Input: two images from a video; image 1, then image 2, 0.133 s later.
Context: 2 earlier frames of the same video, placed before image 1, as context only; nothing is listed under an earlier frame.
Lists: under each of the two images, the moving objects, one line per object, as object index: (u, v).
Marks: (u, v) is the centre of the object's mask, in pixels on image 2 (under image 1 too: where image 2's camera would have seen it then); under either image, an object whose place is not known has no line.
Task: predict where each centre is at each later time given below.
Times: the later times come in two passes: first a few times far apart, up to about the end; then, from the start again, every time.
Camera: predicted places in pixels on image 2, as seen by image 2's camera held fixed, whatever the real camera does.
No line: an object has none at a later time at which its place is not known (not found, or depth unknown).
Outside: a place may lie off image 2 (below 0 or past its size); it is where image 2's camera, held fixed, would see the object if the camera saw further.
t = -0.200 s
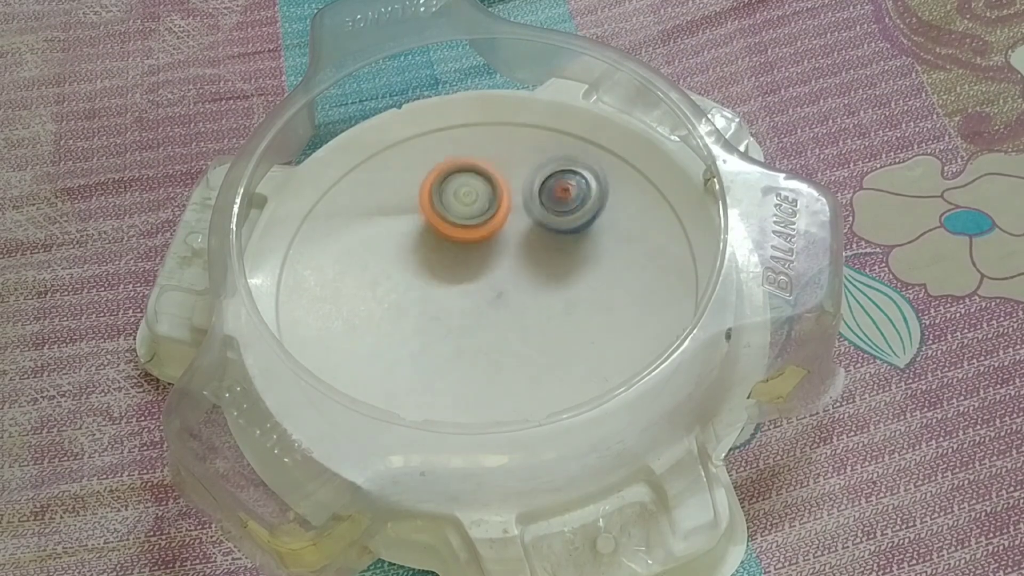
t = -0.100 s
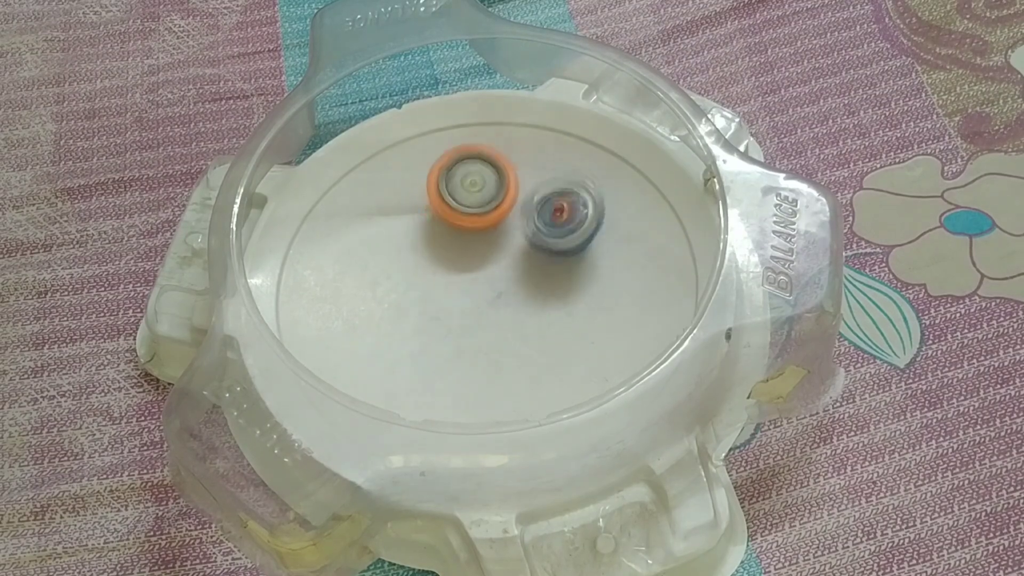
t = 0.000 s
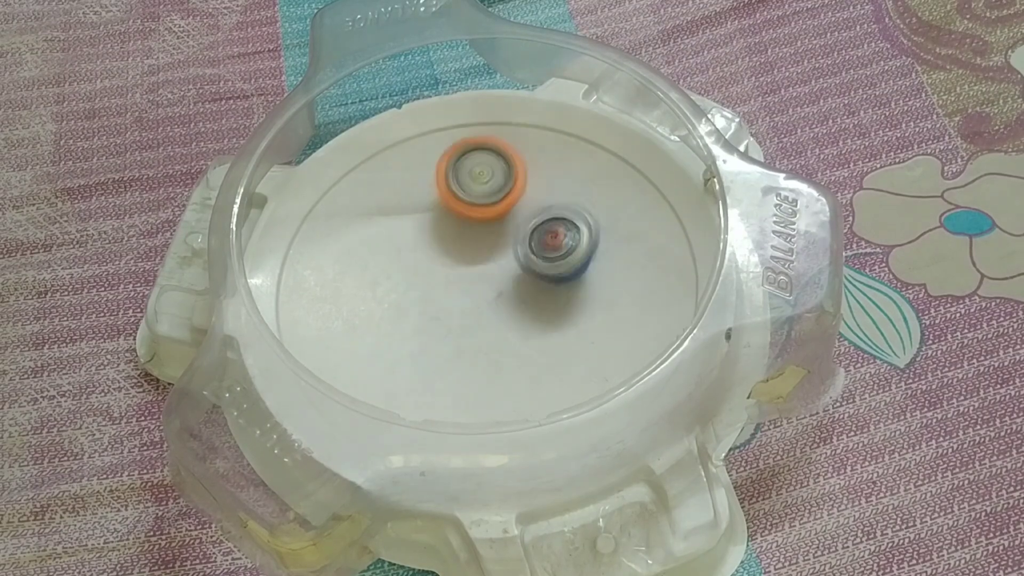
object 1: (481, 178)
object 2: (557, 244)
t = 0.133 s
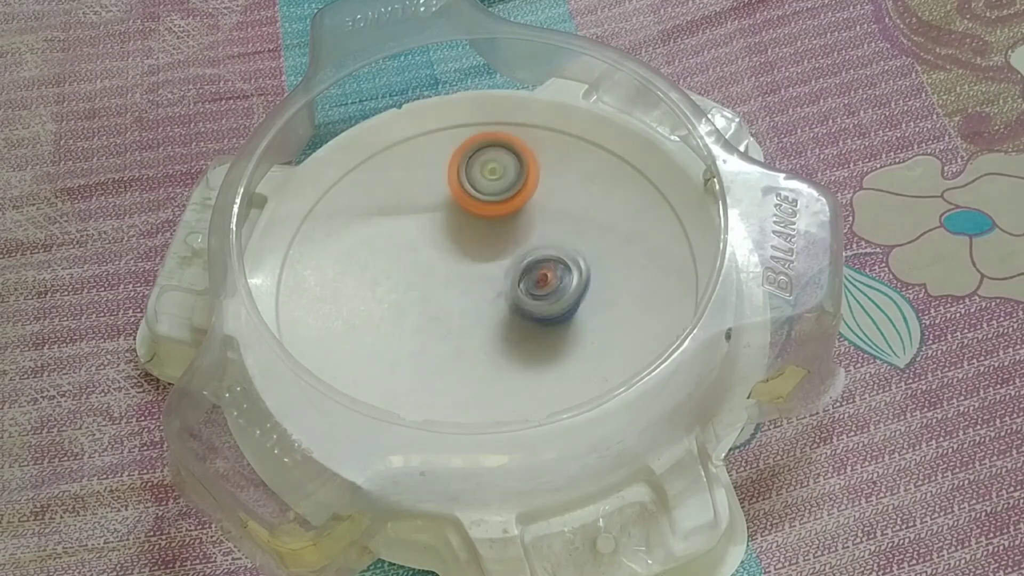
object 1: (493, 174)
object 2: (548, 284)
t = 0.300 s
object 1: (513, 182)
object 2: (538, 333)
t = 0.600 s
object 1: (547, 221)
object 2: (522, 356)
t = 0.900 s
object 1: (566, 271)
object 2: (463, 305)
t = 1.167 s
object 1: (560, 315)
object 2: (423, 254)
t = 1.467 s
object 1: (531, 353)
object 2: (441, 225)
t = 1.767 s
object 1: (484, 362)
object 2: (511, 216)
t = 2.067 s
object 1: (448, 336)
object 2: (563, 238)
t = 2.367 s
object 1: (438, 292)
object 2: (552, 281)
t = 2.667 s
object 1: (458, 244)
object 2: (509, 333)
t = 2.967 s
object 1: (493, 208)
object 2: (472, 327)
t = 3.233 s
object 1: (530, 192)
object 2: (456, 282)
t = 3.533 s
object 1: (569, 206)
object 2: (462, 229)
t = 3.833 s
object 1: (589, 239)
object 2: (419, 232)
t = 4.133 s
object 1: (565, 287)
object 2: (475, 274)
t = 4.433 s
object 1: (555, 349)
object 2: (411, 218)
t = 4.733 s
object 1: (496, 357)
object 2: (456, 212)
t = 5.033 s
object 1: (451, 323)
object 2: (562, 295)
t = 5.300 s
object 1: (446, 281)
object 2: (588, 332)
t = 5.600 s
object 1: (481, 237)
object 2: (494, 316)
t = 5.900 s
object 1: (534, 184)
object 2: (419, 345)
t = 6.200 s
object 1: (577, 200)
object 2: (430, 288)
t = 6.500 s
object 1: (572, 251)
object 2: (413, 256)
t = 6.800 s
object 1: (513, 316)
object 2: (426, 249)
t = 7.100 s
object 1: (509, 367)
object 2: (431, 245)
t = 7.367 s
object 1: (489, 381)
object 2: (427, 244)
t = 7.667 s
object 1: (479, 356)
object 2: (426, 245)
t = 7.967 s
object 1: (507, 297)
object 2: (427, 244)
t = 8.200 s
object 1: (505, 250)
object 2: (405, 226)
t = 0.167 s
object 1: (496, 175)
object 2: (546, 294)
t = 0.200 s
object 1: (500, 176)
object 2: (545, 306)
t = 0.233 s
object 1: (504, 177)
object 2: (542, 315)
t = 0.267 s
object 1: (508, 180)
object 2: (540, 324)
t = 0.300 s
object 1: (513, 182)
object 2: (538, 333)
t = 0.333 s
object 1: (517, 186)
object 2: (537, 341)
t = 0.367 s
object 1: (521, 189)
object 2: (535, 348)
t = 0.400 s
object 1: (525, 193)
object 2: (533, 353)
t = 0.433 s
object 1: (529, 197)
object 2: (533, 357)
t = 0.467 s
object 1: (533, 201)
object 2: (531, 359)
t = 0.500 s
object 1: (537, 206)
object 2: (530, 360)
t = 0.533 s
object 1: (541, 211)
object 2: (527, 359)
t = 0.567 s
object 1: (544, 216)
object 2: (523, 358)
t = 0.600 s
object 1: (547, 221)
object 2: (522, 356)
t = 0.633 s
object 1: (549, 227)
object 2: (518, 354)
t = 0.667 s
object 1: (552, 232)
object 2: (513, 351)
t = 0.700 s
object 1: (556, 237)
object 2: (507, 345)
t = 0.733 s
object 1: (559, 242)
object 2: (500, 338)
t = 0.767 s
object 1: (561, 248)
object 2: (495, 332)
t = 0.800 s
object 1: (563, 253)
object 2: (487, 325)
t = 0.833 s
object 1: (565, 259)
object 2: (479, 317)
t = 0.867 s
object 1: (566, 265)
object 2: (472, 311)
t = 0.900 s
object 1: (566, 271)
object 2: (463, 305)
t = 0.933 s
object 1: (566, 276)
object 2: (459, 297)
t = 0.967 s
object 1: (566, 282)
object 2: (451, 289)
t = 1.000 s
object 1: (566, 287)
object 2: (443, 284)
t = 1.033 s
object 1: (565, 293)
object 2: (440, 278)
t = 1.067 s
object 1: (565, 298)
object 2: (435, 271)
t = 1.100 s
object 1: (564, 304)
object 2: (431, 263)
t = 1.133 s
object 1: (563, 309)
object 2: (428, 259)
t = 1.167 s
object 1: (560, 315)
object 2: (423, 254)
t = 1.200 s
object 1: (558, 320)
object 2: (420, 251)
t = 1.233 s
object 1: (556, 325)
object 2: (420, 246)
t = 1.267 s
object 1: (554, 330)
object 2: (420, 243)
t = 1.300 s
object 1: (551, 335)
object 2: (422, 240)
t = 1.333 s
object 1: (547, 339)
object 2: (424, 235)
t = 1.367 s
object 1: (543, 343)
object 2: (428, 232)
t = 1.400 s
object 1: (540, 347)
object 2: (431, 229)
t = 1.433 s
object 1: (535, 350)
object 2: (436, 227)
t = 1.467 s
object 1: (531, 353)
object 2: (441, 225)
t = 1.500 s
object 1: (526, 356)
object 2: (449, 223)
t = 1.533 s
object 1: (522, 358)
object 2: (457, 221)
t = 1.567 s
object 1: (516, 360)
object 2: (464, 221)
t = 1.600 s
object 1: (511, 362)
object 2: (473, 220)
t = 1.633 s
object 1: (506, 363)
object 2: (482, 218)
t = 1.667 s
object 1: (500, 364)
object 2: (489, 217)
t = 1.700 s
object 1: (495, 364)
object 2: (496, 217)
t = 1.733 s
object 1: (489, 363)
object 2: (504, 217)
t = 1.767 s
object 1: (484, 362)
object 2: (511, 216)
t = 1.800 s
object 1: (478, 361)
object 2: (518, 217)
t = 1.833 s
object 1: (474, 359)
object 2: (526, 218)
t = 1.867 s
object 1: (469, 357)
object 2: (532, 220)
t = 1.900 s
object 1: (465, 354)
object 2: (537, 222)
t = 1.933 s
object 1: (461, 351)
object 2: (543, 225)
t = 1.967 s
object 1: (457, 347)
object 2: (551, 229)
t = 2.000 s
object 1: (453, 344)
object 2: (556, 231)
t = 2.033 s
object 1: (450, 340)
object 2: (559, 234)
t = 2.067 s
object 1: (448, 336)
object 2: (563, 238)
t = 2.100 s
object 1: (446, 331)
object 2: (567, 240)
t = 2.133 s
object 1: (445, 326)
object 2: (569, 244)
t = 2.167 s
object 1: (442, 322)
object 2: (570, 248)
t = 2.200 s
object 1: (440, 317)
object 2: (570, 252)
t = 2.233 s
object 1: (439, 312)
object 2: (568, 258)
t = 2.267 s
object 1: (438, 307)
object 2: (566, 264)
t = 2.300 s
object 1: (438, 302)
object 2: (562, 270)
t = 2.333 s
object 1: (439, 297)
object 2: (555, 278)
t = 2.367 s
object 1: (438, 292)
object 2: (552, 281)
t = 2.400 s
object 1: (439, 287)
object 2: (549, 288)
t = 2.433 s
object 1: (439, 281)
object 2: (544, 295)
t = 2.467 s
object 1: (441, 276)
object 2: (541, 301)
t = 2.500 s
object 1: (443, 270)
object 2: (536, 308)
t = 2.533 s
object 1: (446, 265)
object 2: (530, 315)
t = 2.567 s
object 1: (449, 260)
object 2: (523, 321)
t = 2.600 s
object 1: (452, 254)
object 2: (518, 326)
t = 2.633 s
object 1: (455, 249)
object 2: (513, 329)
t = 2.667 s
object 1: (458, 244)
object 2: (509, 333)
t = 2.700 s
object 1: (461, 240)
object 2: (505, 336)
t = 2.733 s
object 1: (465, 235)
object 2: (500, 337)
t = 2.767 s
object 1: (468, 231)
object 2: (494, 338)
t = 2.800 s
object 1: (472, 226)
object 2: (491, 338)
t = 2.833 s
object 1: (476, 222)
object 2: (487, 337)
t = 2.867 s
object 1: (480, 218)
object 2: (483, 336)
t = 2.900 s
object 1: (485, 215)
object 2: (479, 334)
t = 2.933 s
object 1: (489, 211)
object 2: (474, 331)
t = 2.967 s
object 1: (493, 208)
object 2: (472, 327)
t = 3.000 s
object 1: (498, 205)
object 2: (469, 322)
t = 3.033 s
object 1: (502, 202)
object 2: (465, 316)
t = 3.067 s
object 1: (507, 200)
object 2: (463, 311)
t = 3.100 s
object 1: (512, 198)
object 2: (459, 305)
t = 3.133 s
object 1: (516, 196)
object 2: (458, 299)
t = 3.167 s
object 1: (521, 194)
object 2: (457, 293)
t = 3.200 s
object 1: (525, 193)
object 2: (455, 287)
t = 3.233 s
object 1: (530, 192)
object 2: (456, 282)
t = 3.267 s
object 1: (534, 192)
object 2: (457, 276)
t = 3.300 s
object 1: (538, 192)
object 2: (458, 271)
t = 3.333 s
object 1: (542, 192)
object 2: (461, 264)
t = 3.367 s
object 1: (546, 194)
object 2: (463, 257)
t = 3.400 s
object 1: (549, 195)
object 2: (464, 251)
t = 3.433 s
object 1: (552, 197)
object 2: (467, 245)
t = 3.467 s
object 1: (555, 200)
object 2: (469, 238)
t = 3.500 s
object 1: (560, 204)
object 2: (467, 231)
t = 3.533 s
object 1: (569, 206)
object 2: (462, 229)
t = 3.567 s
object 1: (573, 209)
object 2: (455, 226)
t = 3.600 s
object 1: (577, 211)
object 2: (447, 225)
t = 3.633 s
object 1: (580, 214)
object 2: (440, 222)
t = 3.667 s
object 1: (584, 218)
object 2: (432, 222)
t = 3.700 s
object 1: (586, 221)
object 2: (427, 222)
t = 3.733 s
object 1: (588, 226)
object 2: (425, 223)
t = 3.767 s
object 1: (589, 230)
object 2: (422, 226)
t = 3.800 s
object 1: (589, 234)
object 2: (420, 228)
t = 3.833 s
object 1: (589, 239)
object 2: (419, 232)
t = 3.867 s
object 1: (589, 244)
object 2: (422, 236)
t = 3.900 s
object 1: (588, 249)
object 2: (424, 242)
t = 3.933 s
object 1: (586, 255)
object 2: (429, 247)
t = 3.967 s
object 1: (583, 260)
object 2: (436, 252)
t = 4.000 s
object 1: (580, 266)
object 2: (442, 256)
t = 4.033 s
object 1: (577, 271)
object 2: (450, 263)
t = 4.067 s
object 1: (572, 276)
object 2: (459, 265)
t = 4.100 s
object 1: (568, 282)
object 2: (467, 271)
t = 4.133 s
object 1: (565, 287)
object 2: (475, 274)
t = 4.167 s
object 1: (566, 294)
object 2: (478, 271)
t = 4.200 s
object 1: (577, 310)
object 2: (459, 259)
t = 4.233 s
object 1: (582, 322)
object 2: (441, 248)
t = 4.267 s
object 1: (580, 328)
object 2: (428, 242)
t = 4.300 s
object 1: (576, 334)
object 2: (422, 235)
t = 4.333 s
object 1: (571, 338)
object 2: (420, 232)
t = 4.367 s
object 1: (566, 343)
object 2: (416, 226)
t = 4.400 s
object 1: (561, 346)
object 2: (415, 223)
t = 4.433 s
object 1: (555, 349)
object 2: (411, 218)
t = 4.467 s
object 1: (550, 351)
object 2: (412, 212)
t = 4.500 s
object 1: (544, 354)
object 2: (415, 208)
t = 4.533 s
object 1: (537, 355)
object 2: (421, 205)
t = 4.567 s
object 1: (530, 357)
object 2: (425, 204)
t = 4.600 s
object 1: (523, 358)
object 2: (431, 202)
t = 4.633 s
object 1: (517, 358)
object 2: (439, 202)
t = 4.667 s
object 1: (510, 358)
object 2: (442, 206)
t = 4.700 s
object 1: (502, 358)
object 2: (446, 209)
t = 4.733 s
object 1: (496, 357)
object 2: (456, 212)
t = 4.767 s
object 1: (489, 355)
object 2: (465, 218)
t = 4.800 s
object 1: (483, 353)
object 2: (473, 225)
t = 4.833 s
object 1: (477, 350)
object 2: (484, 234)
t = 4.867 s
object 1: (471, 347)
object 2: (495, 243)
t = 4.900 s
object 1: (466, 342)
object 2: (506, 253)
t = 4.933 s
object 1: (461, 338)
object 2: (521, 265)
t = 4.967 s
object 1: (458, 334)
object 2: (537, 273)
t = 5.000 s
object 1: (454, 329)
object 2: (551, 285)
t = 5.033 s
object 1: (451, 323)
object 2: (562, 295)
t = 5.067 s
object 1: (450, 319)
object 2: (573, 300)
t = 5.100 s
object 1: (448, 314)
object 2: (582, 307)
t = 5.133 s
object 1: (446, 308)
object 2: (587, 315)
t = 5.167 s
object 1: (445, 302)
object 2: (591, 319)
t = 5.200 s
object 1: (445, 297)
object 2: (592, 324)
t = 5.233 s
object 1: (444, 291)
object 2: (591, 327)
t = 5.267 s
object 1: (445, 286)
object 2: (590, 330)
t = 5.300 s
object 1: (446, 281)
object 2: (588, 332)
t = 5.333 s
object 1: (448, 275)
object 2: (584, 334)
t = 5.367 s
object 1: (451, 269)
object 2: (580, 332)
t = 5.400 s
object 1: (455, 264)
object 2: (570, 333)
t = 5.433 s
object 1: (458, 259)
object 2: (560, 332)
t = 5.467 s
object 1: (463, 254)
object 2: (552, 330)
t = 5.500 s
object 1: (467, 250)
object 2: (536, 326)
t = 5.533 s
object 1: (472, 245)
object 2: (524, 322)
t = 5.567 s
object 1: (476, 242)
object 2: (509, 316)
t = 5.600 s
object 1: (481, 237)
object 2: (494, 316)
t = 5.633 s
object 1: (491, 218)
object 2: (478, 329)
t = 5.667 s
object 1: (498, 204)
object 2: (464, 335)
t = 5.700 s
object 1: (503, 200)
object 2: (448, 338)
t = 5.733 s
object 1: (508, 195)
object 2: (435, 340)
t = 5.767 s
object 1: (513, 193)
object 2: (425, 343)
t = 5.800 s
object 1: (517, 190)
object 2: (418, 344)
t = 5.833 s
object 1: (523, 187)
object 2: (414, 345)
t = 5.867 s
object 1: (528, 185)
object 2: (415, 345)
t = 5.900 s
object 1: (534, 184)
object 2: (419, 345)
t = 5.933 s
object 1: (539, 183)
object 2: (423, 342)
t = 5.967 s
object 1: (545, 183)
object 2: (425, 338)
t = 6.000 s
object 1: (550, 183)
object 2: (426, 333)
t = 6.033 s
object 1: (556, 184)
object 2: (427, 327)
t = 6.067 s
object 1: (561, 186)
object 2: (430, 321)
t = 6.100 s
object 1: (566, 188)
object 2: (431, 313)
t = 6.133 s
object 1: (570, 191)
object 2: (431, 305)
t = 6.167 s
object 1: (574, 195)
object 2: (431, 297)
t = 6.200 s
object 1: (577, 200)
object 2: (430, 288)
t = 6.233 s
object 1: (580, 204)
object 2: (427, 280)
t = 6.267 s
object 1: (581, 209)
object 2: (424, 274)
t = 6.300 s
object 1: (582, 214)
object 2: (421, 267)
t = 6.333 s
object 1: (582, 220)
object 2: (418, 261)
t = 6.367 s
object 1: (582, 227)
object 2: (415, 258)
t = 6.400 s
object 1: (580, 233)
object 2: (413, 256)
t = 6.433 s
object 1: (578, 239)
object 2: (409, 256)
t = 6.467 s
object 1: (576, 245)
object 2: (410, 256)
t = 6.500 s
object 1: (572, 251)
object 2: (413, 256)
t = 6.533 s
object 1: (569, 257)
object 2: (416, 257)
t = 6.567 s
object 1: (563, 263)
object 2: (417, 257)
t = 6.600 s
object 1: (557, 270)
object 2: (417, 258)
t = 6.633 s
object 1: (550, 276)
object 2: (416, 257)
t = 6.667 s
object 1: (541, 283)
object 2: (414, 255)
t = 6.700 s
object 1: (533, 291)
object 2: (417, 256)
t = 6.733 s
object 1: (525, 300)
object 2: (421, 255)
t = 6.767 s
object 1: (519, 307)
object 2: (424, 253)
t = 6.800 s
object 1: (513, 316)
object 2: (426, 249)
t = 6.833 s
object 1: (510, 325)
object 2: (426, 245)
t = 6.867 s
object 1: (508, 334)
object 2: (428, 242)
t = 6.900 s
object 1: (507, 340)
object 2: (432, 240)
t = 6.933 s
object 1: (507, 347)
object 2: (432, 238)
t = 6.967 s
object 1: (507, 353)
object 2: (431, 238)
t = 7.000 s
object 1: (508, 357)
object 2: (429, 238)
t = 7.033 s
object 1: (509, 360)
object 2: (428, 240)
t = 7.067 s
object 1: (509, 363)
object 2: (430, 243)
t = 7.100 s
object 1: (509, 367)
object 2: (431, 245)
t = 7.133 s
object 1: (508, 370)
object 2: (431, 245)
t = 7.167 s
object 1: (506, 373)
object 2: (430, 243)
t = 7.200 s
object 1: (504, 375)
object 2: (429, 241)
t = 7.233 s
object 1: (502, 378)
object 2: (429, 239)
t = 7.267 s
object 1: (499, 379)
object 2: (431, 239)
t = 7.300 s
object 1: (496, 381)
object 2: (431, 240)
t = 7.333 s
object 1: (492, 381)
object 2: (429, 242)
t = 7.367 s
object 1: (489, 381)
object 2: (427, 244)
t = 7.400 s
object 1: (486, 380)
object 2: (427, 245)
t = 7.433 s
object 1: (483, 378)
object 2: (425, 246)
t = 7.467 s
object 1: (480, 377)
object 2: (424, 248)
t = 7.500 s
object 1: (478, 374)
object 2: (425, 248)
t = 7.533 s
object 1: (477, 370)
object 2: (425, 248)
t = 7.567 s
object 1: (477, 367)
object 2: (424, 247)
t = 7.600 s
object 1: (477, 363)
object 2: (426, 246)
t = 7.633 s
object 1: (477, 360)
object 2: (426, 246)
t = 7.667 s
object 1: (479, 356)
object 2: (426, 245)
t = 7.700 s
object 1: (480, 353)
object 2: (427, 244)
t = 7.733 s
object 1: (483, 348)
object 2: (428, 243)
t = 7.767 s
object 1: (486, 344)
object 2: (430, 241)
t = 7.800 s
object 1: (489, 339)
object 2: (431, 240)
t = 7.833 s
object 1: (493, 333)
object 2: (431, 240)
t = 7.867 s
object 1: (497, 326)
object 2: (430, 241)
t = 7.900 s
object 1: (502, 318)
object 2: (428, 243)
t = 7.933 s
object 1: (505, 308)
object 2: (427, 244)
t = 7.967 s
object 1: (507, 297)
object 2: (427, 244)
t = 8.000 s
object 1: (507, 285)
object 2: (427, 244)
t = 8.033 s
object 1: (506, 272)
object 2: (427, 244)
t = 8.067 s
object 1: (501, 259)
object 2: (427, 243)
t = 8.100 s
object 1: (505, 254)
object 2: (420, 234)
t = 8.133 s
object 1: (509, 252)
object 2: (411, 227)
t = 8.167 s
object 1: (508, 251)
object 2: (407, 225)
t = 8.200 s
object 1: (505, 250)
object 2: (405, 226)
